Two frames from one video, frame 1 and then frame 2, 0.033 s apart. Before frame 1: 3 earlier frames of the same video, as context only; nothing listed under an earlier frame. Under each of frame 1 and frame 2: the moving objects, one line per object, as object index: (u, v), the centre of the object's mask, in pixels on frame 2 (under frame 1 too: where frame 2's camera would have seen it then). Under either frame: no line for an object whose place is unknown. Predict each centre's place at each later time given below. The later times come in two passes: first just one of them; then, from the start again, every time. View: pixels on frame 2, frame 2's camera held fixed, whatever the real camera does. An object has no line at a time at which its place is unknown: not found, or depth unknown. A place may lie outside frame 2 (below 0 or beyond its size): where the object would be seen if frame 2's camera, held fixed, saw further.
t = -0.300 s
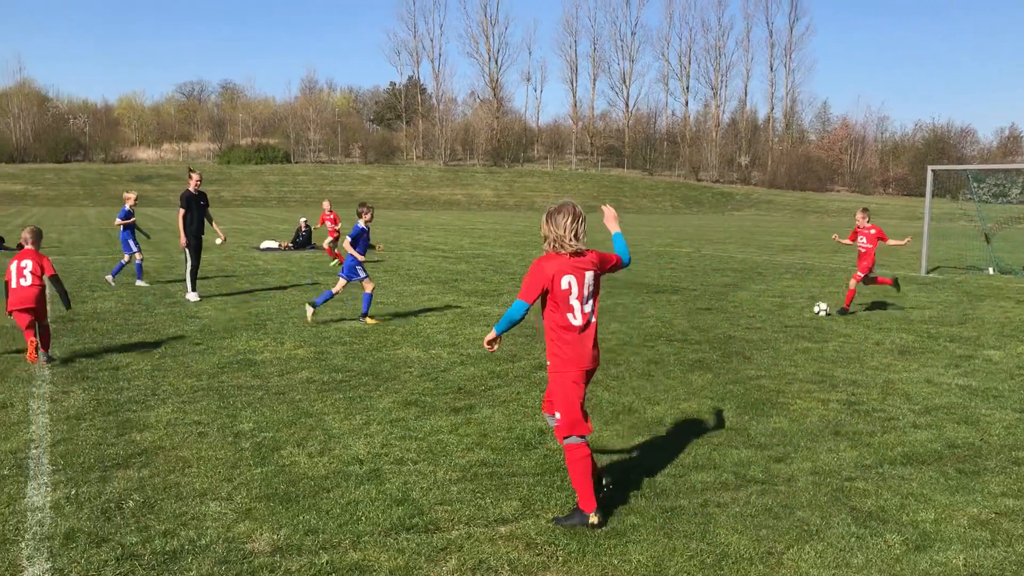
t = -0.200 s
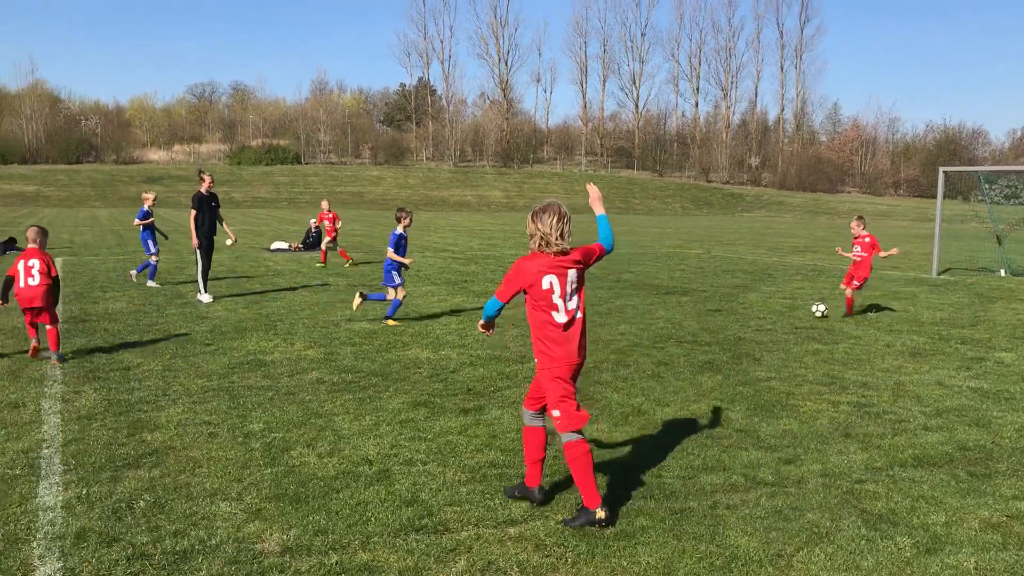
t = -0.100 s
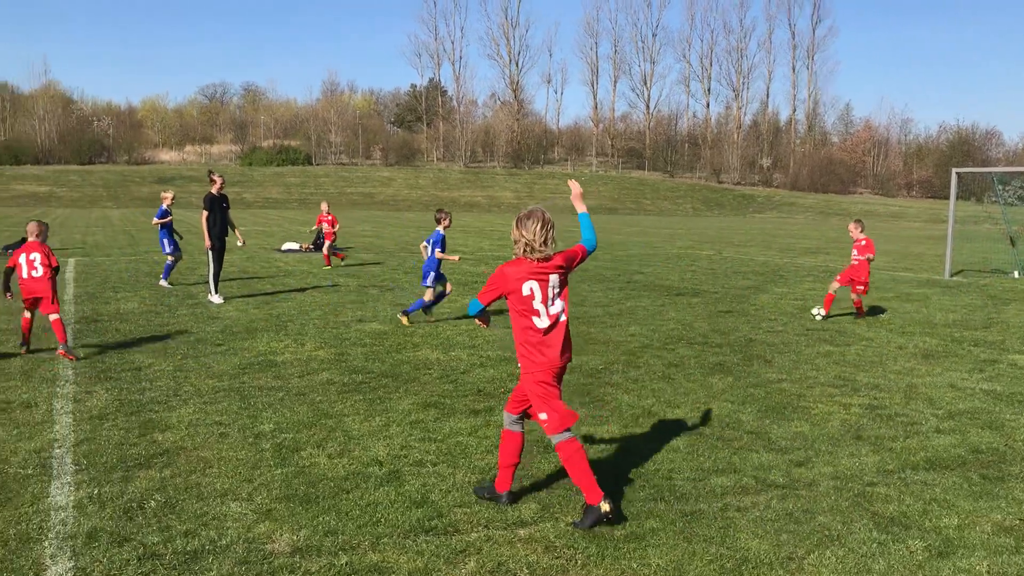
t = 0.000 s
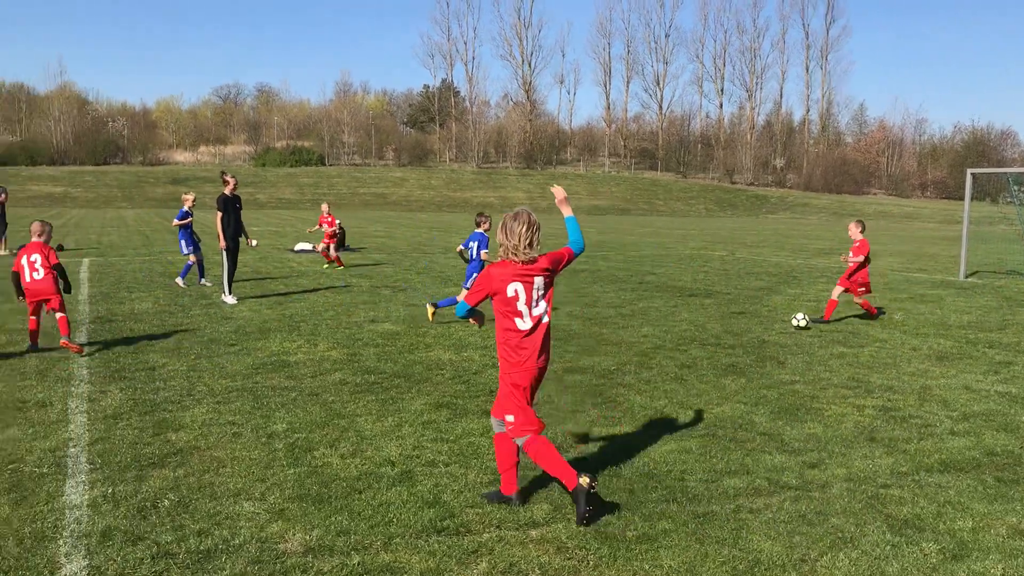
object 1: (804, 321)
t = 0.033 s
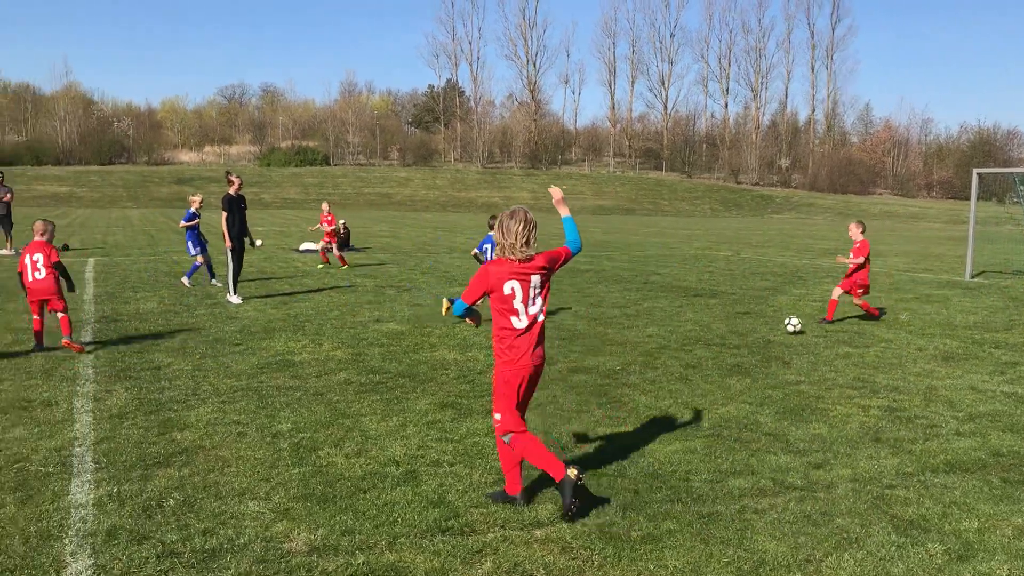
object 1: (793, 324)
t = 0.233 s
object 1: (728, 323)
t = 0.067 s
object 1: (781, 329)
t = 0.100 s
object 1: (770, 331)
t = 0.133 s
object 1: (760, 327)
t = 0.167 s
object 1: (750, 325)
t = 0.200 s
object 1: (740, 323)
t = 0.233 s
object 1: (728, 323)
